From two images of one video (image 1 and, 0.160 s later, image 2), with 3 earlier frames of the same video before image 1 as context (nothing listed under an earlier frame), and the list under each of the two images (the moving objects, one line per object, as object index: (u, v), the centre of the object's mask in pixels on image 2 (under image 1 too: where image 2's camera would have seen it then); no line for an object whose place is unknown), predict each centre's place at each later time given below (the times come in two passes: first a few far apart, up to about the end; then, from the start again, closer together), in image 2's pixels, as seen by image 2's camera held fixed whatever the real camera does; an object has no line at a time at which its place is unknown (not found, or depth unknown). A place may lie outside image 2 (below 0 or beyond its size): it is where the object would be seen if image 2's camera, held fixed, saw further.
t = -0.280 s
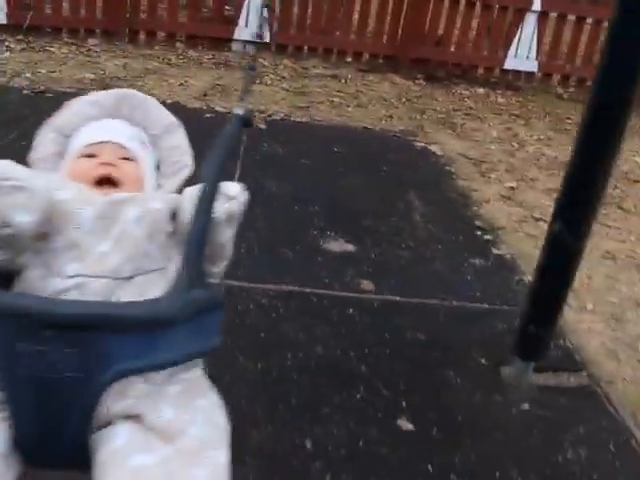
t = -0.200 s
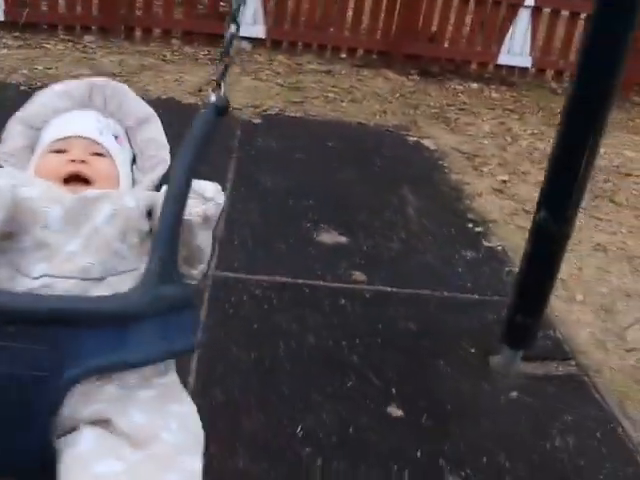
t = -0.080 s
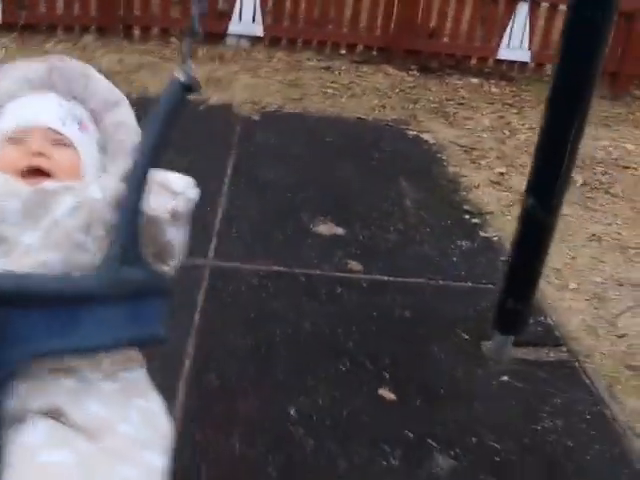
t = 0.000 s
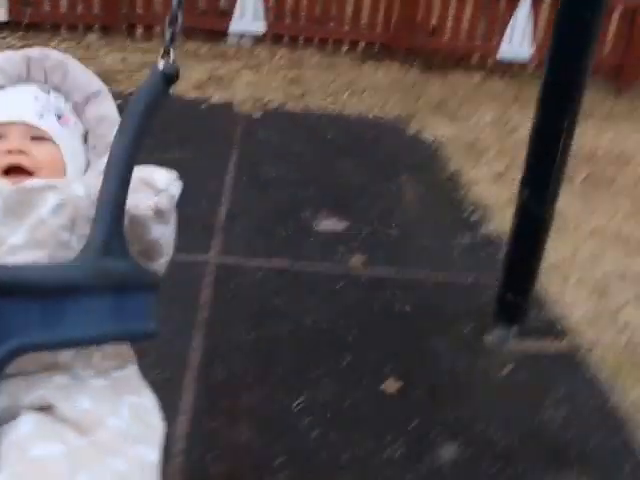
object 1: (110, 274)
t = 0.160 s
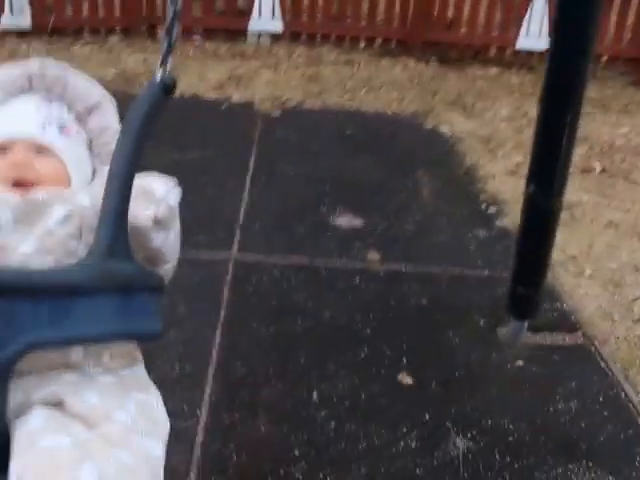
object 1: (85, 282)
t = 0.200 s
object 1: (77, 295)
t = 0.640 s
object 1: (125, 263)
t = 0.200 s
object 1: (77, 295)
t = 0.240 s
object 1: (70, 304)
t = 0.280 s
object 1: (64, 309)
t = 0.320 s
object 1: (60, 311)
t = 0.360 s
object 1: (61, 307)
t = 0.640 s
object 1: (125, 263)
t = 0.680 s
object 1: (136, 254)
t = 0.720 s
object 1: (145, 246)
